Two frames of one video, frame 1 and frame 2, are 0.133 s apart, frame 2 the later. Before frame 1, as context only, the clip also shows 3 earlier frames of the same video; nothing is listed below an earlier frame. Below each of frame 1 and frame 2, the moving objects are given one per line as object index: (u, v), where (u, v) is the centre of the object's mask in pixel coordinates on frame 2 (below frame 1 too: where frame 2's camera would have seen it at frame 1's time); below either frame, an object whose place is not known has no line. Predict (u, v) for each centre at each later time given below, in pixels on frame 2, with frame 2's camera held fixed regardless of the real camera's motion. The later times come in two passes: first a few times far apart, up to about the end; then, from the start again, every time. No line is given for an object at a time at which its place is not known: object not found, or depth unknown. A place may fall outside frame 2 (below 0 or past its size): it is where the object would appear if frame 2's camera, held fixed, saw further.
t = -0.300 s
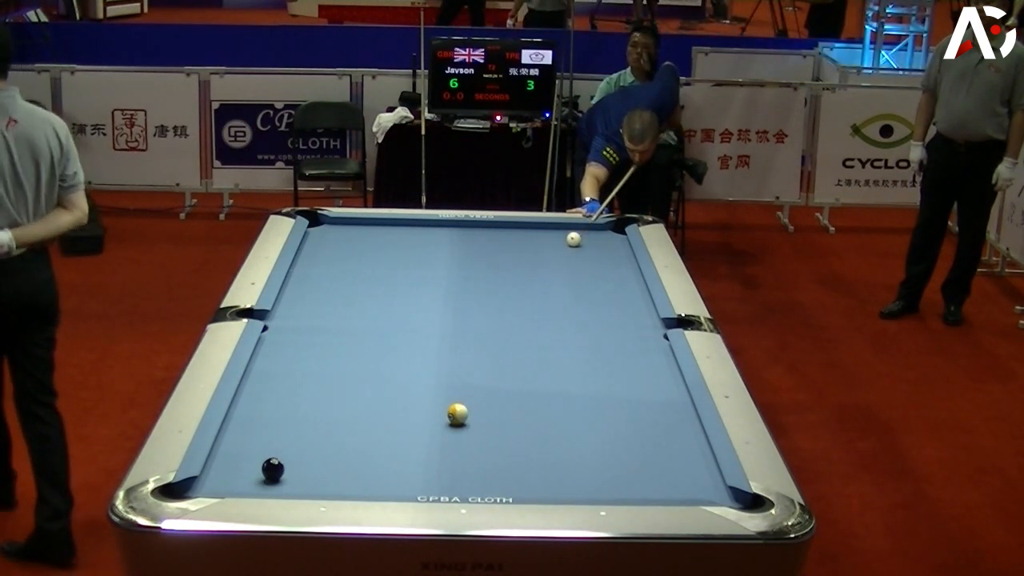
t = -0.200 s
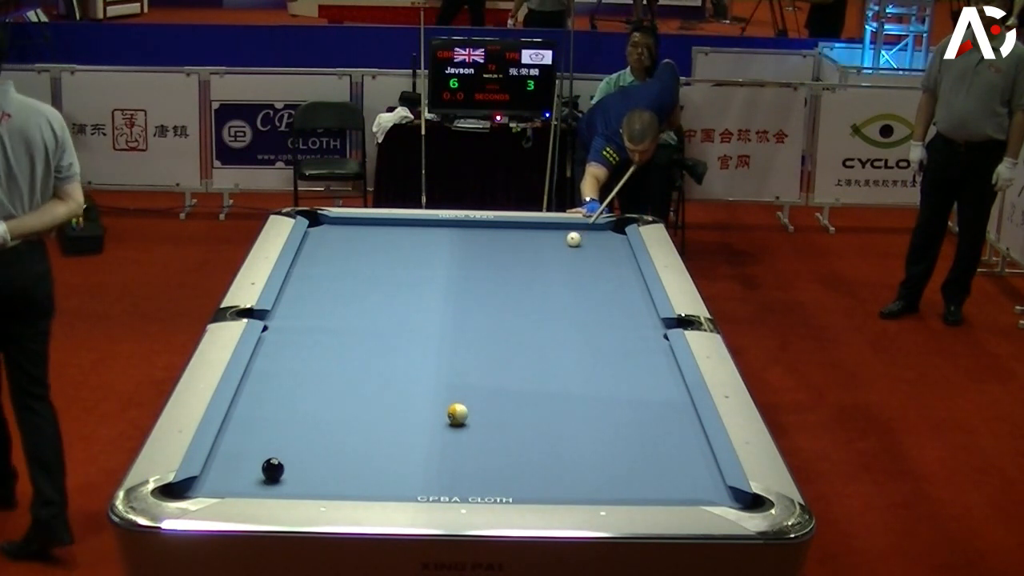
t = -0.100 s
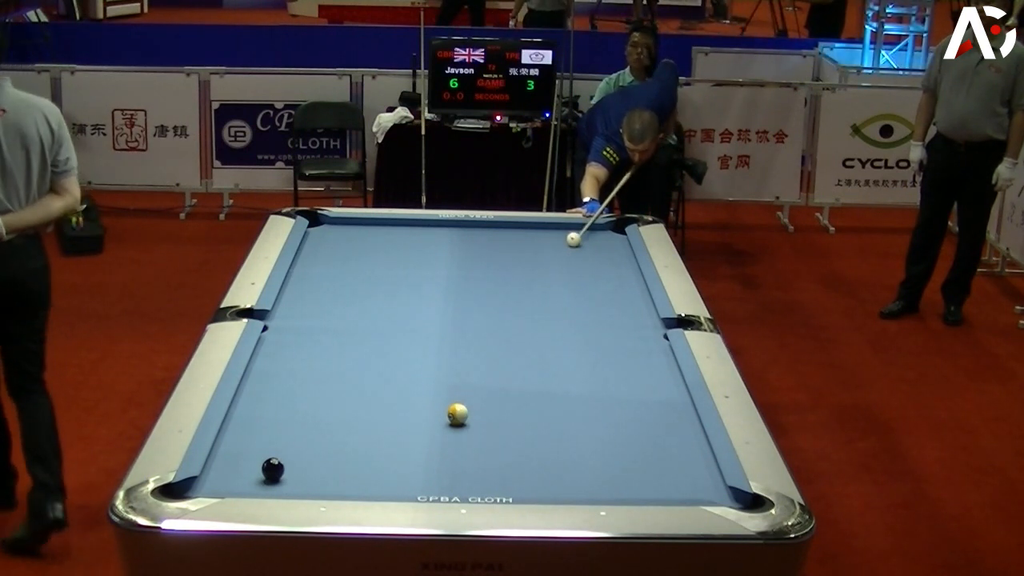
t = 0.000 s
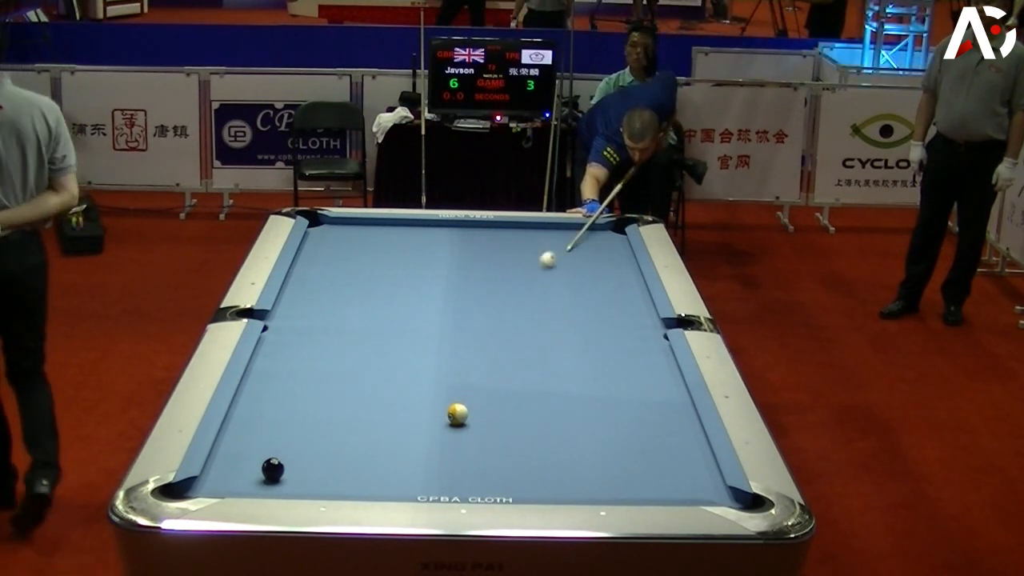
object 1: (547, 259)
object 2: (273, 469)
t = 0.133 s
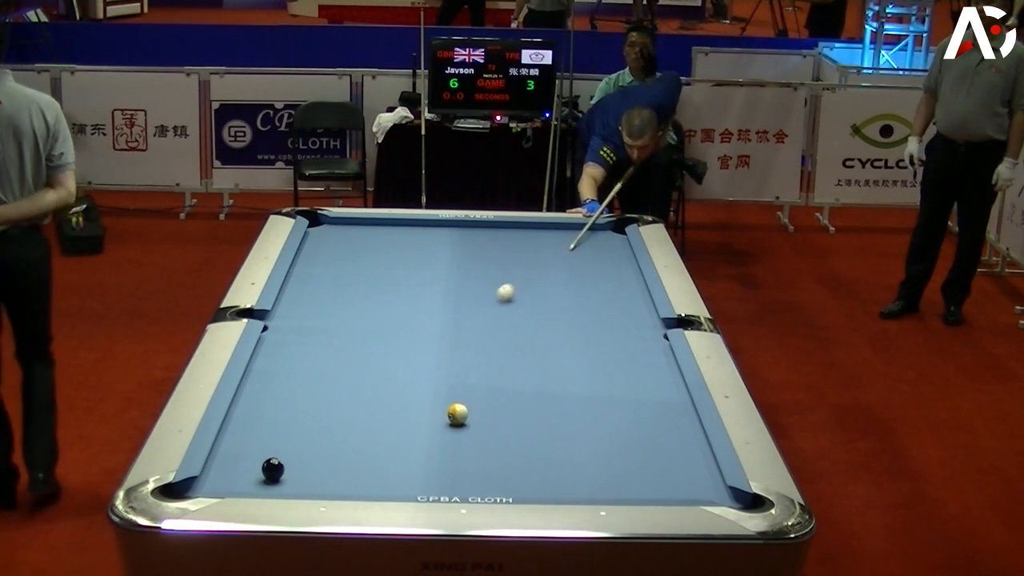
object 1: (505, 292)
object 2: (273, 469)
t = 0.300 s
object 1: (449, 337)
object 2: (273, 469)
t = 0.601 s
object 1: (338, 426)
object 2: (273, 469)
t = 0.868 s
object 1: (310, 479)
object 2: (197, 490)
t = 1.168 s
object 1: (348, 481)
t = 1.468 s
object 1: (387, 468)
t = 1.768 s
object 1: (423, 454)
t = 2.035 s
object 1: (451, 444)
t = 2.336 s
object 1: (480, 433)
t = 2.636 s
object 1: (506, 423)
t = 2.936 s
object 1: (530, 414)
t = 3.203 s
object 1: (548, 407)
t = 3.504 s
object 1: (566, 400)
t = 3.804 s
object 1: (583, 394)
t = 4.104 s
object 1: (598, 389)
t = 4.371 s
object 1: (609, 385)
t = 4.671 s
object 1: (620, 381)
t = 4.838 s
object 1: (625, 379)
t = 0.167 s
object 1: (494, 302)
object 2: (273, 469)
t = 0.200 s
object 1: (483, 311)
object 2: (273, 469)
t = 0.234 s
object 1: (472, 319)
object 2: (273, 469)
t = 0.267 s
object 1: (460, 328)
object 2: (273, 469)
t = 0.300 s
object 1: (449, 337)
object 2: (273, 469)
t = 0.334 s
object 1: (437, 347)
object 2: (273, 469)
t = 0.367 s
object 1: (425, 357)
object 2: (273, 469)
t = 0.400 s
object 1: (412, 366)
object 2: (273, 469)
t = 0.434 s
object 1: (401, 376)
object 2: (273, 469)
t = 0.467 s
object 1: (388, 386)
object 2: (273, 469)
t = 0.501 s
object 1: (375, 396)
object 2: (273, 469)
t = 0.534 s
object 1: (363, 406)
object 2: (273, 469)
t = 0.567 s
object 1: (350, 416)
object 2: (273, 469)
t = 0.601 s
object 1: (338, 426)
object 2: (273, 469)
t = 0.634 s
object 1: (325, 436)
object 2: (273, 469)
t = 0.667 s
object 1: (313, 446)
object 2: (273, 469)
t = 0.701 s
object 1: (301, 456)
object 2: (273, 469)
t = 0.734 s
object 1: (293, 465)
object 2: (267, 471)
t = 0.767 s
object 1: (298, 468)
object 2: (250, 477)
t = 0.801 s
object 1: (302, 472)
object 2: (233, 481)
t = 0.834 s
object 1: (307, 475)
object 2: (217, 484)
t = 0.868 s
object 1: (310, 479)
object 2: (197, 490)
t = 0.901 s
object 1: (313, 481)
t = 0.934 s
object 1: (317, 483)
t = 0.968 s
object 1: (320, 485)
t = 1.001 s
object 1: (324, 486)
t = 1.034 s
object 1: (329, 486)
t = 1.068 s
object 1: (334, 484)
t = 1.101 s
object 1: (338, 483)
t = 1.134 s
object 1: (343, 482)
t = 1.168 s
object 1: (348, 481)
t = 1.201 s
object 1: (352, 480)
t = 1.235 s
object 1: (357, 479)
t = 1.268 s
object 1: (361, 478)
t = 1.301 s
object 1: (366, 476)
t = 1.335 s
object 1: (370, 475)
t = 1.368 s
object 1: (374, 473)
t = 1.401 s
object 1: (379, 471)
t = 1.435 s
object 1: (383, 469)
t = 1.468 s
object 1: (387, 468)
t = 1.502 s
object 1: (391, 467)
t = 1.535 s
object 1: (395, 465)
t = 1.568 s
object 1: (399, 463)
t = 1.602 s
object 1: (403, 462)
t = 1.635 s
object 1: (407, 460)
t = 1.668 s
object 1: (411, 459)
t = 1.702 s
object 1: (415, 457)
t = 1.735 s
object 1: (419, 456)
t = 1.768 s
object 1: (423, 454)
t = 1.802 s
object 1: (427, 453)
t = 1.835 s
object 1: (430, 452)
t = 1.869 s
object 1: (434, 450)
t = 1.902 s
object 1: (438, 449)
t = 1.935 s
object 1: (441, 448)
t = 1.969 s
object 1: (444, 447)
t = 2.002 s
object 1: (448, 445)
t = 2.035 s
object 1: (451, 444)
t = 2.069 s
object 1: (455, 442)
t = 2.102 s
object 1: (458, 441)
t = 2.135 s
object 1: (461, 440)
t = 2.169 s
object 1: (465, 439)
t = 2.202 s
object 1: (468, 438)
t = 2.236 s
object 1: (471, 436)
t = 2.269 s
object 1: (474, 435)
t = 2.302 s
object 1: (477, 434)
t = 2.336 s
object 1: (480, 433)
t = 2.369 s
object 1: (484, 432)
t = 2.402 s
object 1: (486, 431)
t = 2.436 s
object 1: (489, 430)
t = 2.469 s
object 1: (492, 429)
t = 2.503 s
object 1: (495, 427)
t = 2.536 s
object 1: (498, 427)
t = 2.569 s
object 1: (501, 425)
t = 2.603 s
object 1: (504, 424)
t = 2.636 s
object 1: (506, 423)
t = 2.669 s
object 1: (509, 422)
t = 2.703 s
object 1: (512, 421)
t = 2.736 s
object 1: (514, 420)
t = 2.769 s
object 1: (517, 419)
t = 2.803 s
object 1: (520, 418)
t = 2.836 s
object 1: (522, 417)
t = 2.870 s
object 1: (525, 416)
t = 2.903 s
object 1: (527, 415)
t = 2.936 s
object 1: (530, 414)
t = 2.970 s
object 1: (532, 413)
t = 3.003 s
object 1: (534, 412)
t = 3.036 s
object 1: (537, 411)
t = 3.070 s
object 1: (539, 410)
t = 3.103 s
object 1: (541, 410)
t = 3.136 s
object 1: (543, 409)
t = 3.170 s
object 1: (546, 408)
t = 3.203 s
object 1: (548, 407)
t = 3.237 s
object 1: (550, 406)
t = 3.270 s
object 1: (552, 406)
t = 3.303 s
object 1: (554, 405)
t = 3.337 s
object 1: (557, 404)
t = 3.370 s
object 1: (559, 403)
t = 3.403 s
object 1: (561, 402)
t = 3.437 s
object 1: (563, 401)
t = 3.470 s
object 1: (565, 401)
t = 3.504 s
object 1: (566, 400)
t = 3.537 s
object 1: (568, 399)
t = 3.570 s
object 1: (571, 399)
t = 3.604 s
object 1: (573, 398)
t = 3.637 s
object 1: (574, 397)
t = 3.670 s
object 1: (576, 397)
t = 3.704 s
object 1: (578, 396)
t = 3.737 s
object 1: (580, 395)
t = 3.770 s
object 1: (582, 395)
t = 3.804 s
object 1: (583, 394)
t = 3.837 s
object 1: (585, 393)
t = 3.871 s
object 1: (587, 393)
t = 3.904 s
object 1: (588, 392)
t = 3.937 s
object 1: (590, 391)
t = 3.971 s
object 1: (591, 391)
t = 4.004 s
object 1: (593, 390)
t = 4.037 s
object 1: (595, 390)
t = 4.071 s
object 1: (596, 389)
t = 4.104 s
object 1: (598, 389)
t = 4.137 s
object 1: (599, 388)
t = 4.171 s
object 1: (601, 388)
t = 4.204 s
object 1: (602, 387)
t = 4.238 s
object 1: (604, 387)
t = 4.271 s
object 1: (605, 386)
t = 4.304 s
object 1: (606, 386)
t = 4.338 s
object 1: (608, 385)
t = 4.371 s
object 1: (609, 385)
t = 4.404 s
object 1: (610, 384)
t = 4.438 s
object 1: (612, 384)
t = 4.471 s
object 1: (613, 383)
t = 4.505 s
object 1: (614, 383)
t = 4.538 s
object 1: (615, 383)
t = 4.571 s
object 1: (616, 382)
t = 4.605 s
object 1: (617, 382)
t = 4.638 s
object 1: (619, 381)
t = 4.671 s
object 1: (620, 381)
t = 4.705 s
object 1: (621, 381)
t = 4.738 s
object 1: (622, 380)
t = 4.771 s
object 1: (623, 380)
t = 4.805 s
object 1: (624, 380)
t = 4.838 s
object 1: (625, 379)
